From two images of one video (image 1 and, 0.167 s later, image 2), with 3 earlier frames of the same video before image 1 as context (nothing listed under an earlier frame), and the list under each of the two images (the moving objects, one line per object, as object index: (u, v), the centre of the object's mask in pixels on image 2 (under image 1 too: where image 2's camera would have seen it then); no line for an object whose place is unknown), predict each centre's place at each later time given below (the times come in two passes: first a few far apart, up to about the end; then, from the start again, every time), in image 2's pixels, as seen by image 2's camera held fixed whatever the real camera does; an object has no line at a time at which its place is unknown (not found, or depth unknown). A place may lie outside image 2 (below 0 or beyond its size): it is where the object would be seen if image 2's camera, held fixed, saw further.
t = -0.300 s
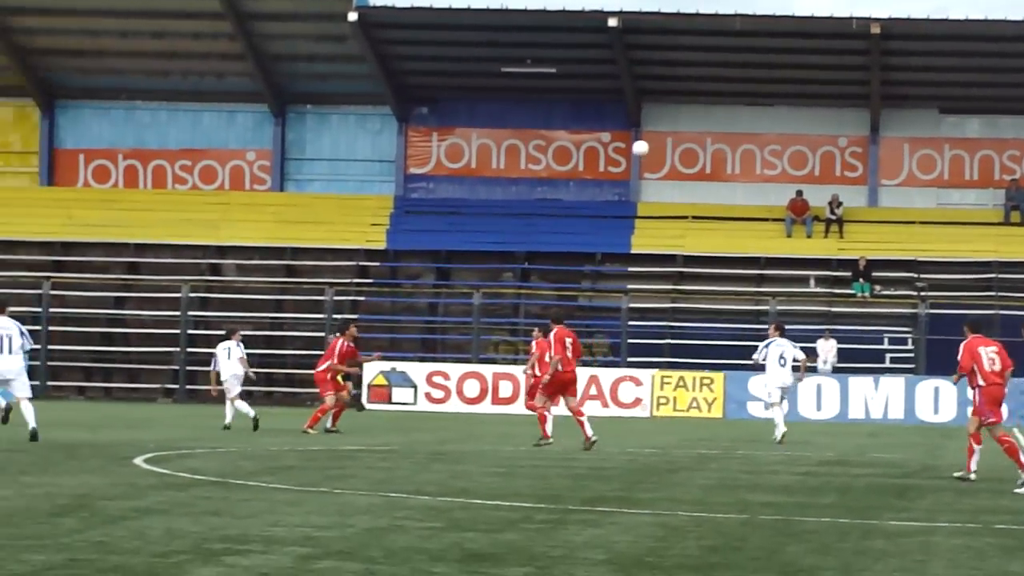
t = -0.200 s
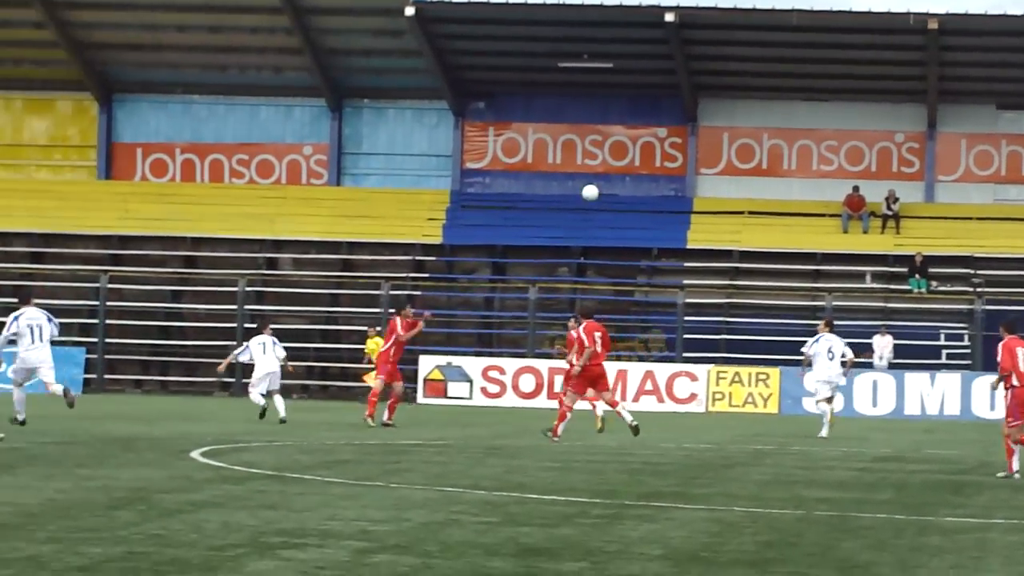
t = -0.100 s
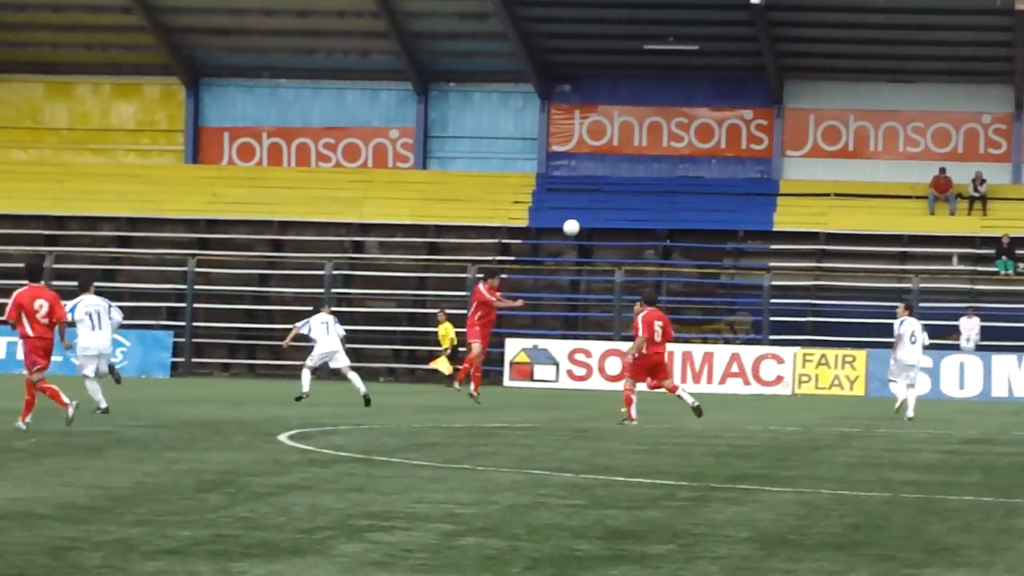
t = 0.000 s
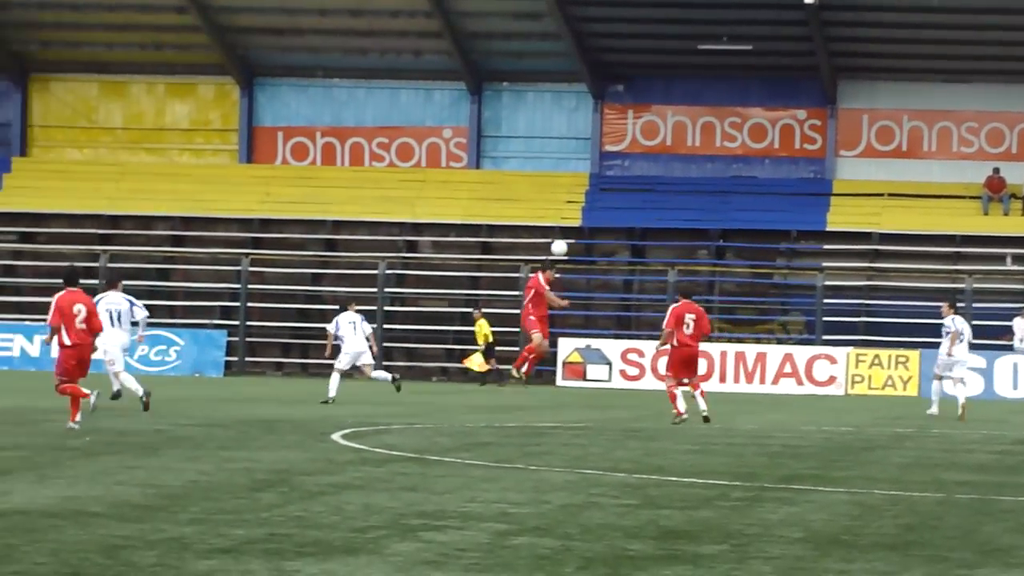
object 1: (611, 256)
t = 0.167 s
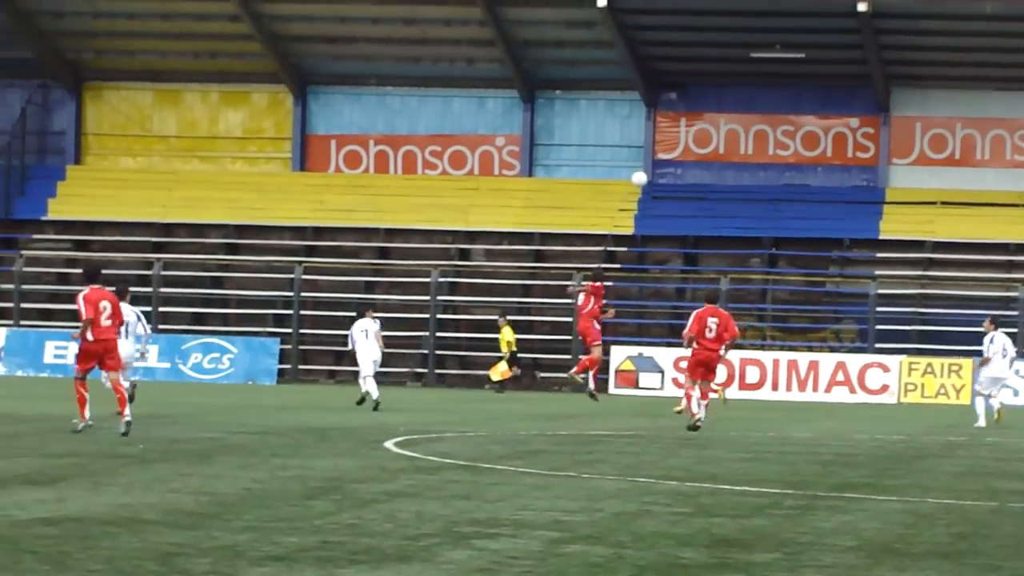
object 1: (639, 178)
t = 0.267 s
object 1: (652, 146)
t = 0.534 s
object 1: (674, 101)
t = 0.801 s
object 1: (685, 105)
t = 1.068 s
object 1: (687, 148)
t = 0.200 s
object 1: (644, 167)
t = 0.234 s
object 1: (648, 156)
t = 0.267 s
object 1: (652, 146)
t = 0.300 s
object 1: (655, 137)
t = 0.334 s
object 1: (659, 129)
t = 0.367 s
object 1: (662, 122)
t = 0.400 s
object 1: (665, 116)
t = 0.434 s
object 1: (667, 111)
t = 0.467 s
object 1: (670, 107)
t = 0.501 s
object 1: (672, 103)
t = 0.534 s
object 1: (674, 101)
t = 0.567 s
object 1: (676, 99)
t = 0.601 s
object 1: (678, 98)
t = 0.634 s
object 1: (680, 97)
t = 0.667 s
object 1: (681, 97)
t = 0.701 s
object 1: (682, 98)
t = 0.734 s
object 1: (683, 100)
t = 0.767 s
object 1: (684, 102)
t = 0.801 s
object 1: (685, 105)
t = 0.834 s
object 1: (685, 108)
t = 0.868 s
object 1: (686, 112)
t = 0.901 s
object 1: (686, 116)
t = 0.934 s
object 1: (686, 121)
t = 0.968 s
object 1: (687, 127)
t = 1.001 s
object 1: (686, 133)
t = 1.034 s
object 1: (686, 141)
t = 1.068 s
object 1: (687, 148)
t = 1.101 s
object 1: (686, 156)
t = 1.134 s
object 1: (685, 165)
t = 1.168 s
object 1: (685, 174)
